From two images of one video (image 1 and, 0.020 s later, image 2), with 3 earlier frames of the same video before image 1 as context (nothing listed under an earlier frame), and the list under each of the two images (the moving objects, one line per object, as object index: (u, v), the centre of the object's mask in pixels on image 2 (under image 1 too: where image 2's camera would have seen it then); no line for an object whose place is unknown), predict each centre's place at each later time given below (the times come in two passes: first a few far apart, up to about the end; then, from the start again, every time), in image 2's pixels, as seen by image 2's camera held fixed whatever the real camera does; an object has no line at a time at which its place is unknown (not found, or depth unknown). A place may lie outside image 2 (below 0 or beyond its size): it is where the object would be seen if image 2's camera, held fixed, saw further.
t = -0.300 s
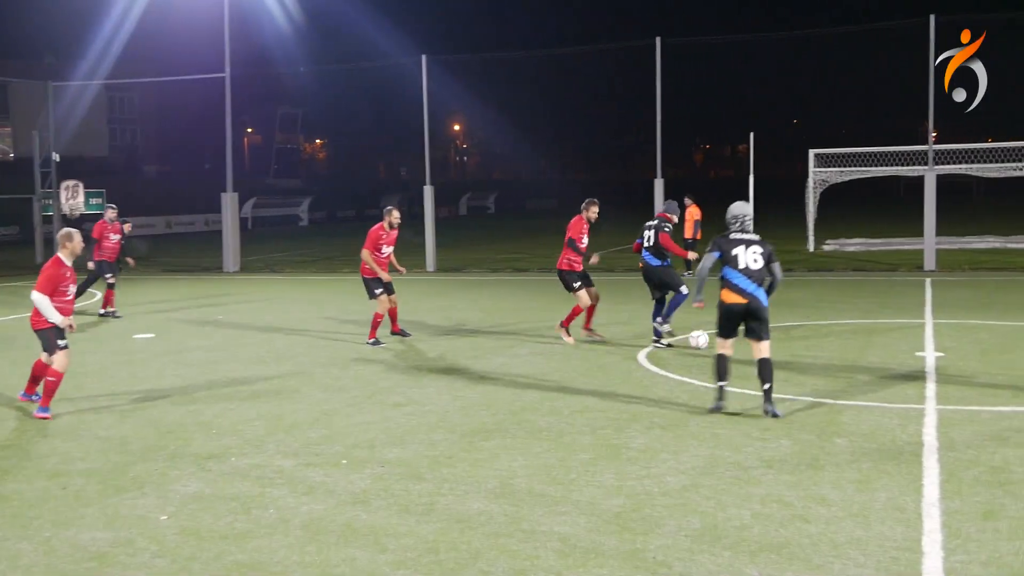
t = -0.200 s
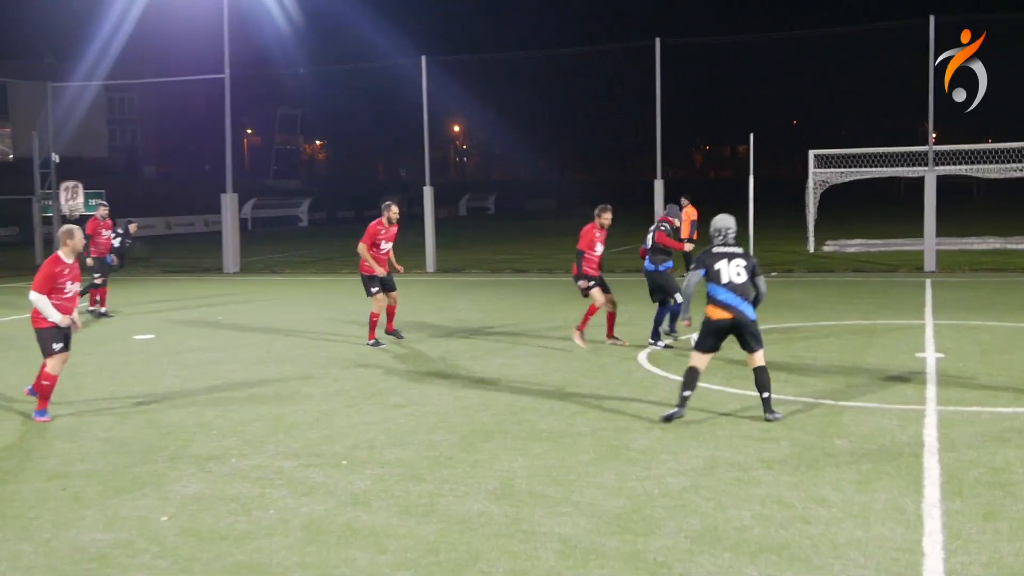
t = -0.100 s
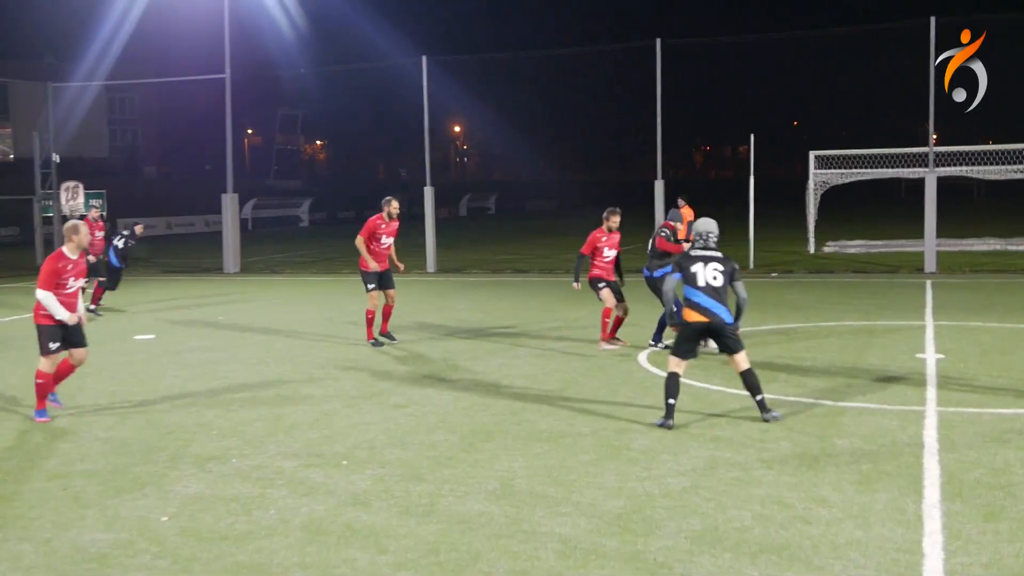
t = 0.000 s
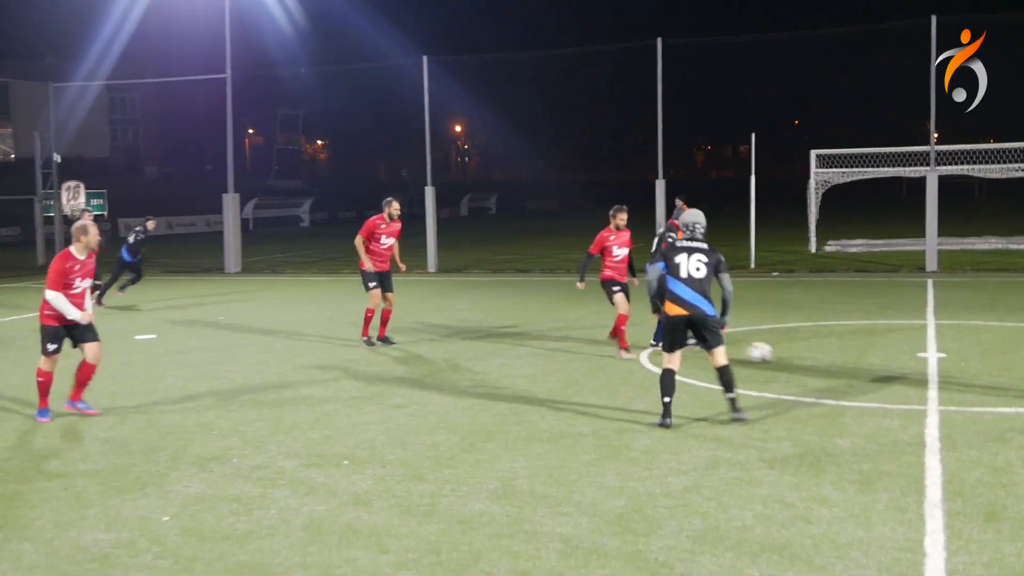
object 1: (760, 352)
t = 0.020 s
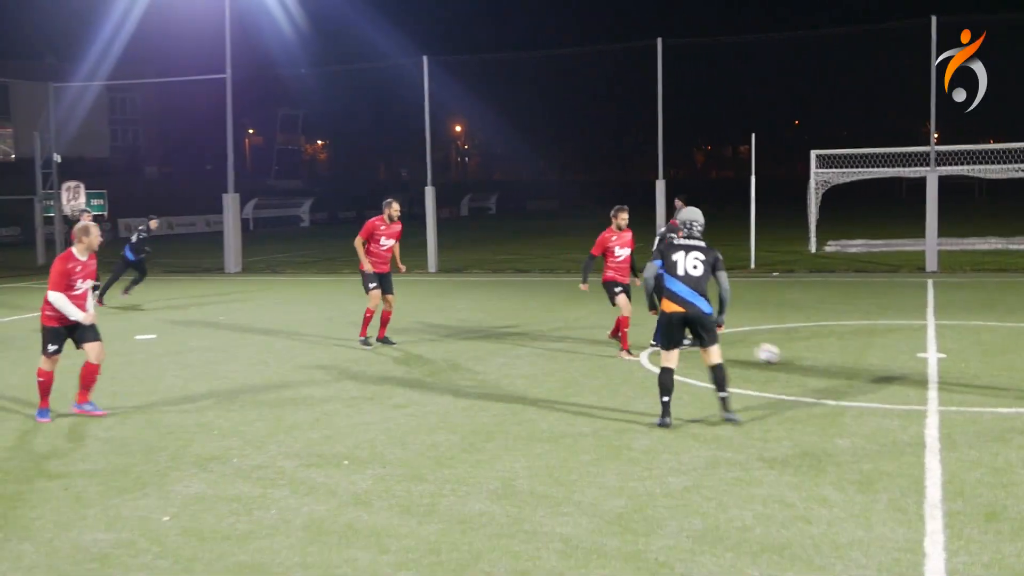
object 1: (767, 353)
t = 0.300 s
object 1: (880, 374)
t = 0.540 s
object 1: (976, 395)
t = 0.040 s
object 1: (774, 354)
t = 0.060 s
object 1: (782, 355)
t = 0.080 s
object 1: (790, 357)
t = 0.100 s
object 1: (799, 359)
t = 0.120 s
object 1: (807, 362)
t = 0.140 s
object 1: (815, 364)
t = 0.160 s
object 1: (823, 364)
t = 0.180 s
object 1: (831, 366)
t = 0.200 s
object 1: (839, 367)
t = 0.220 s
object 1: (848, 369)
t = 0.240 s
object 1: (856, 371)
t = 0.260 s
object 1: (865, 373)
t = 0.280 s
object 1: (873, 373)
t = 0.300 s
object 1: (880, 374)
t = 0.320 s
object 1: (888, 376)
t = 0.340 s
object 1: (896, 378)
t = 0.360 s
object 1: (903, 380)
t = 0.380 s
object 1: (911, 383)
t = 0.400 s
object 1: (919, 384)
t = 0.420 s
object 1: (927, 385)
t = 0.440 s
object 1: (936, 386)
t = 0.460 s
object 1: (945, 388)
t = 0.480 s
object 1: (952, 390)
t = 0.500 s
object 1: (959, 392)
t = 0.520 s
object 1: (968, 393)
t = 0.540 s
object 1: (976, 395)
